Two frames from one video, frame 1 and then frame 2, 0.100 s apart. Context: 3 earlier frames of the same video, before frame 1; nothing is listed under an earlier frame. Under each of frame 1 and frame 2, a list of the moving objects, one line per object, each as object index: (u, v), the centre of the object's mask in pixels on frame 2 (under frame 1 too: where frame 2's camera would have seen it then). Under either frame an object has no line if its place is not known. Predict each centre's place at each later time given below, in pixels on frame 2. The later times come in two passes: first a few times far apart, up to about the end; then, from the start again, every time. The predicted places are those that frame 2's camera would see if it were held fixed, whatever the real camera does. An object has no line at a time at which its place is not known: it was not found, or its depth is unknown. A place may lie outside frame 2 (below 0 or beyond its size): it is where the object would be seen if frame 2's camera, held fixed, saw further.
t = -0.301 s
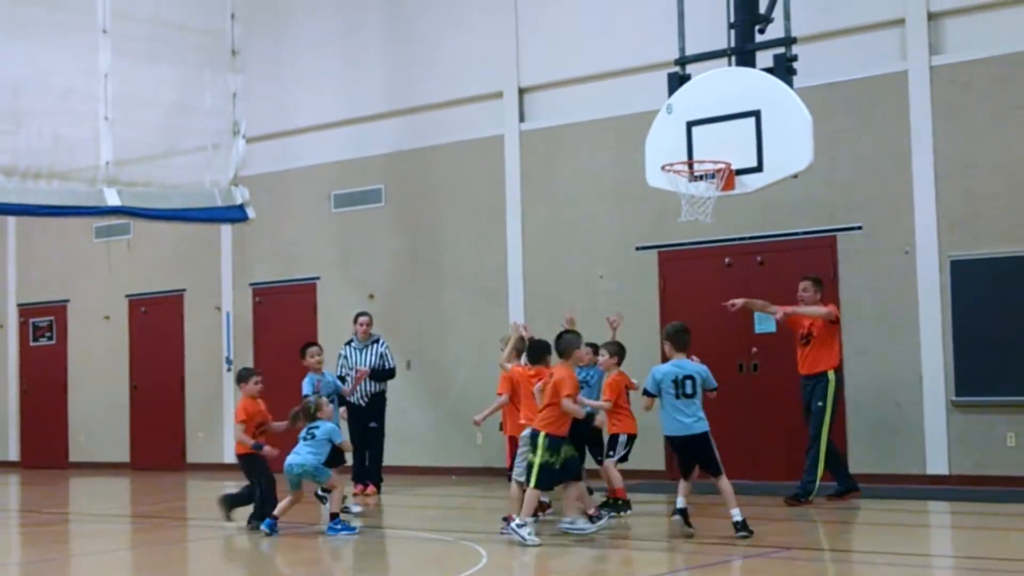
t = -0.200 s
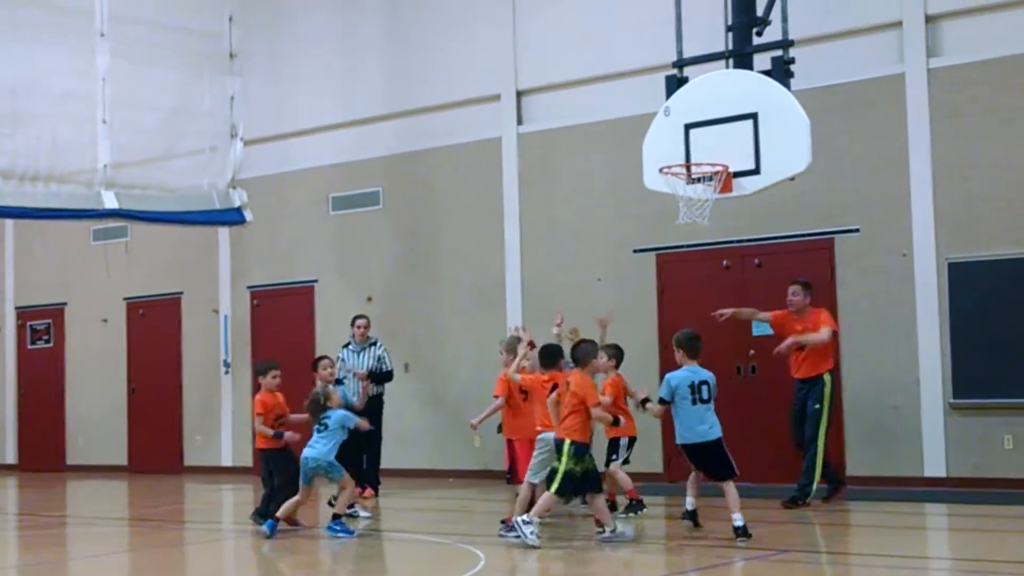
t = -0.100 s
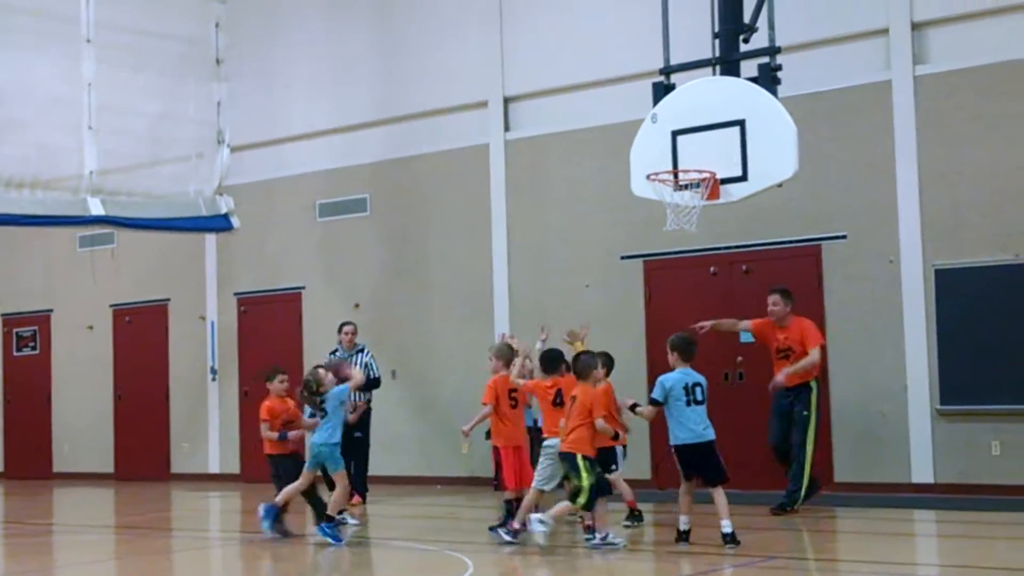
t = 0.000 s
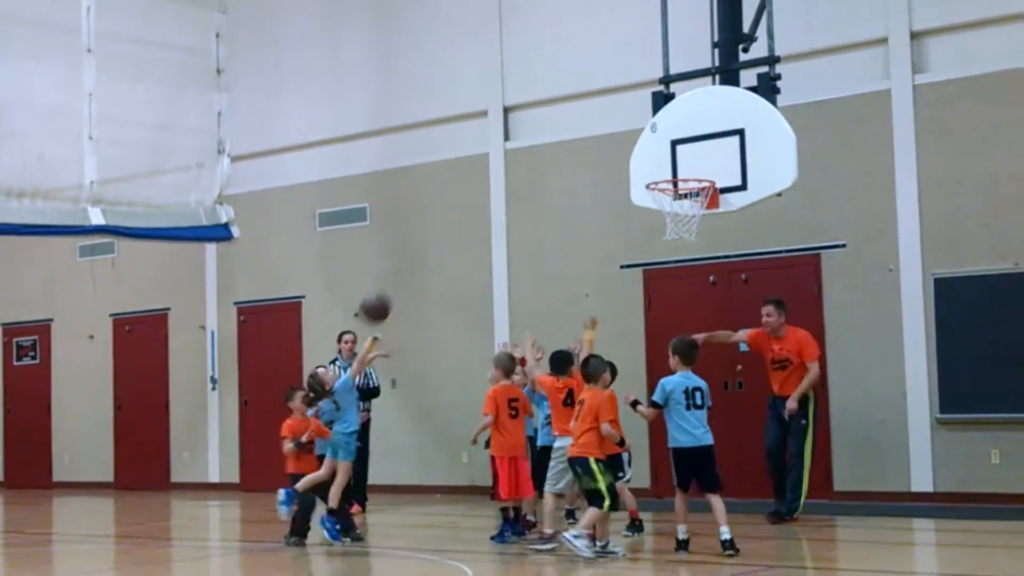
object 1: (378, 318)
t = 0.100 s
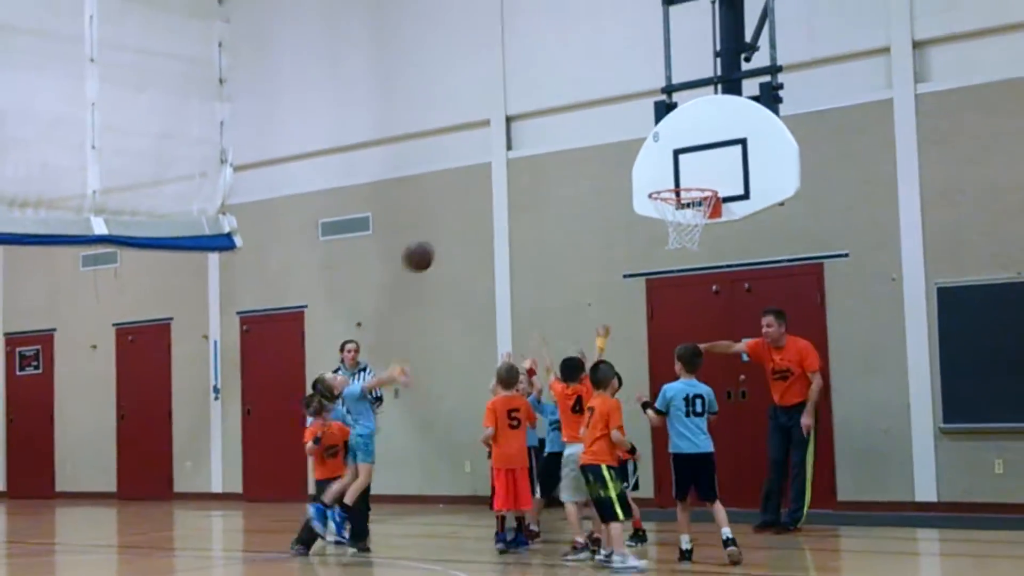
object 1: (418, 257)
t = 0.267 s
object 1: (486, 185)
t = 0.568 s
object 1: (611, 149)
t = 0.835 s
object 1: (688, 216)
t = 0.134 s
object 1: (432, 239)
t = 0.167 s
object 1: (445, 223)
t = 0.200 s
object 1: (459, 209)
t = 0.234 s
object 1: (473, 196)
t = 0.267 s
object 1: (486, 185)
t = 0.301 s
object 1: (500, 175)
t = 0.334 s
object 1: (514, 166)
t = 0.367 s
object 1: (527, 159)
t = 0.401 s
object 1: (541, 154)
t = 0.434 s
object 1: (555, 150)
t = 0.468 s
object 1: (569, 147)
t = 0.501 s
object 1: (582, 146)
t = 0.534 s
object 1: (597, 147)
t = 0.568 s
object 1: (611, 149)
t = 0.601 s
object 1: (625, 152)
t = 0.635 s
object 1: (640, 157)
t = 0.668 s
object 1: (654, 163)
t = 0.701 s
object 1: (668, 171)
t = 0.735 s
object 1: (683, 179)
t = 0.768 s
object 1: (697, 192)
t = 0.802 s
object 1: (698, 203)
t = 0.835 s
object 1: (688, 216)
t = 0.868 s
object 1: (678, 232)
